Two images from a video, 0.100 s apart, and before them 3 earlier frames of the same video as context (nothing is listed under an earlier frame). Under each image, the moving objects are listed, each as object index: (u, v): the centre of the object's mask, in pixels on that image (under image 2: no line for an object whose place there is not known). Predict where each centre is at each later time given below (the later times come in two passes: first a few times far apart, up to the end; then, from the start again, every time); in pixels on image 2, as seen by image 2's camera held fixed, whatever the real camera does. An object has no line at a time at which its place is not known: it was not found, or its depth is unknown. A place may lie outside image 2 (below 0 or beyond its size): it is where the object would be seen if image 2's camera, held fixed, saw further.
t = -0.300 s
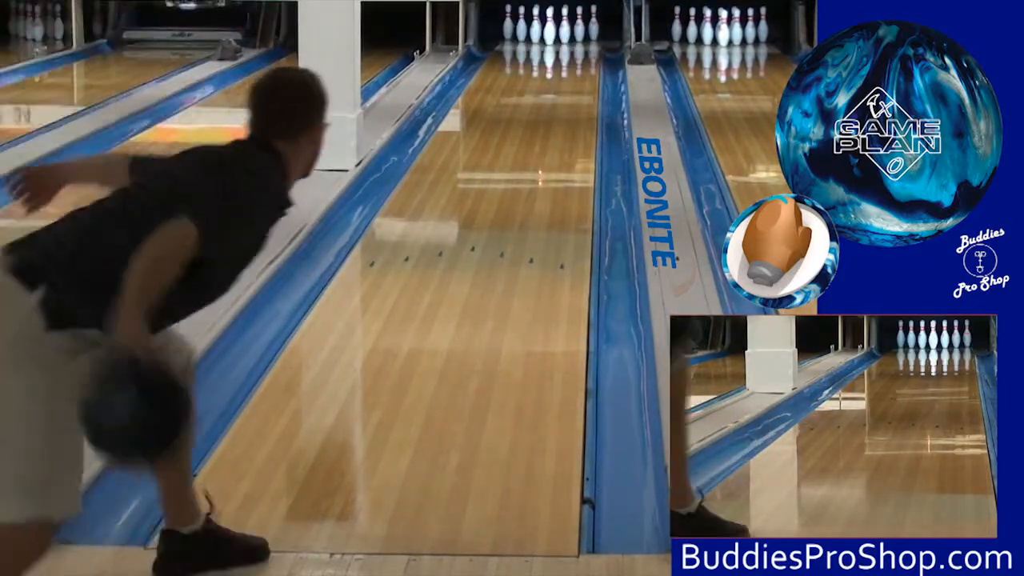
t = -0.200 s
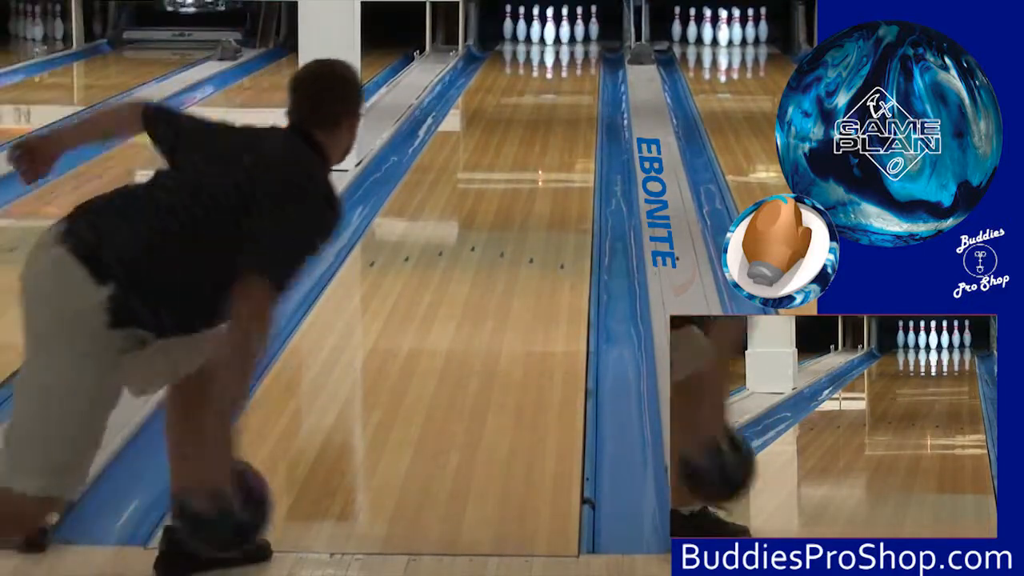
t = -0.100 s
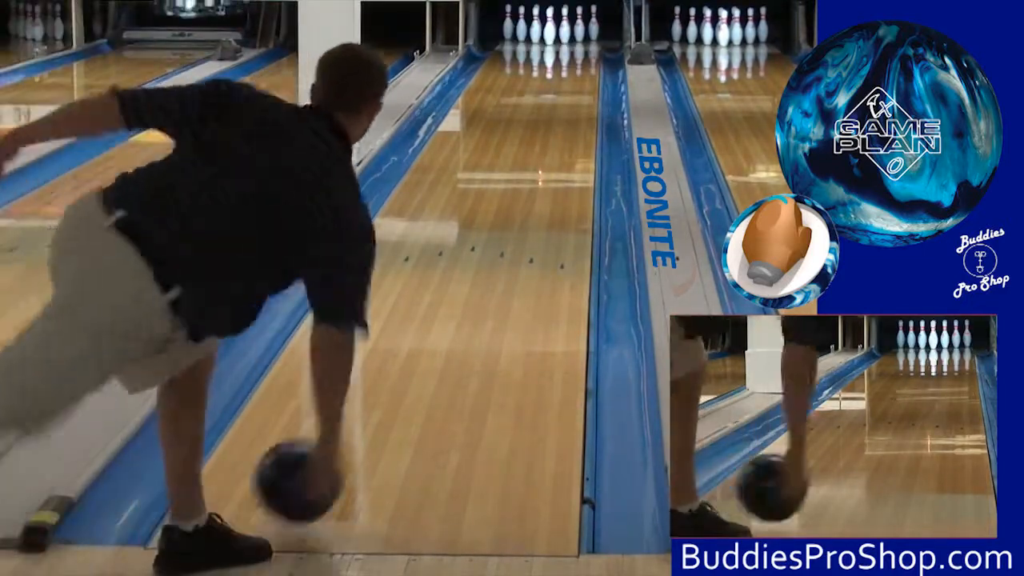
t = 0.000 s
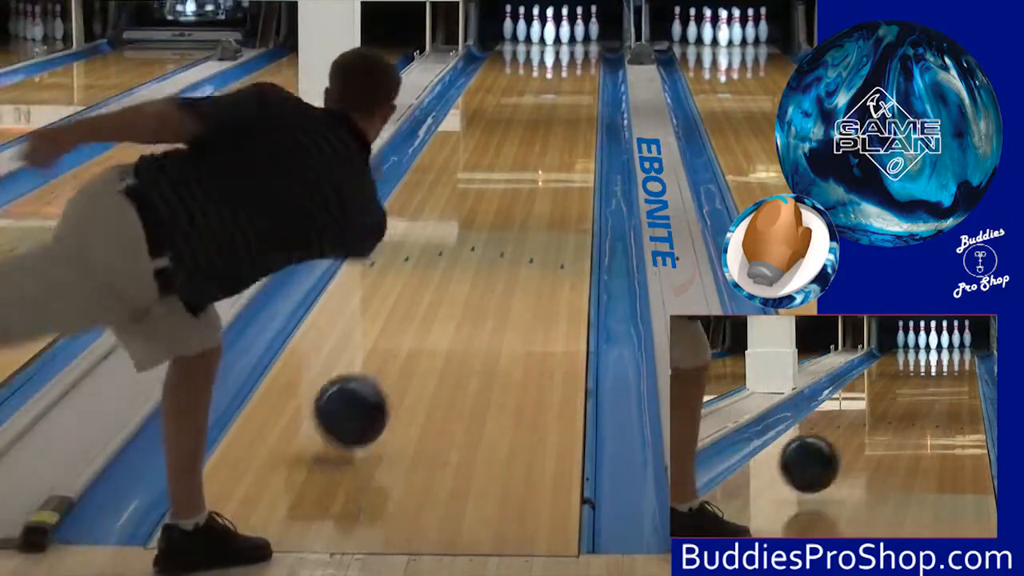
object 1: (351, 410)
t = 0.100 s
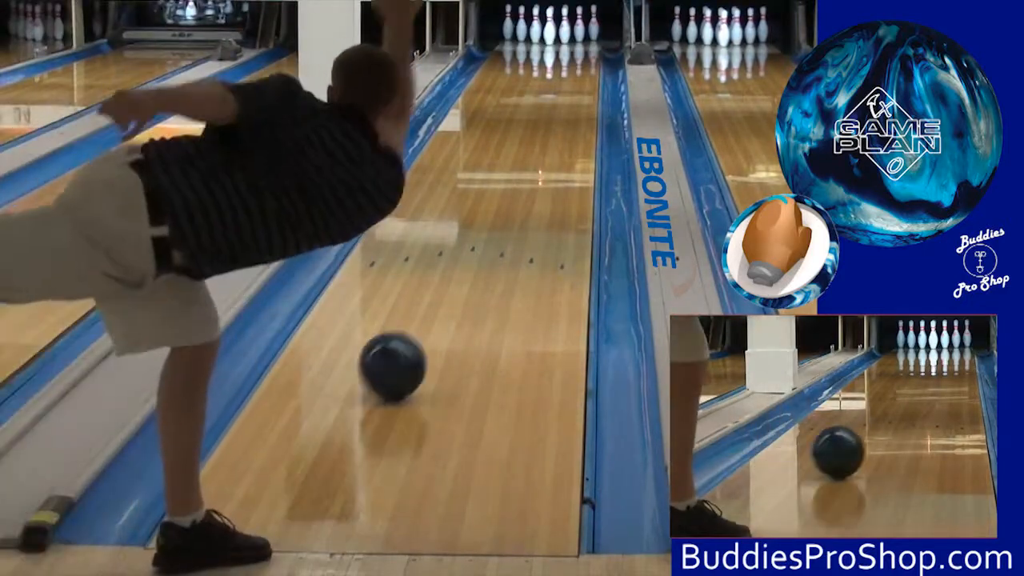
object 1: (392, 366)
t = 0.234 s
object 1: (435, 307)
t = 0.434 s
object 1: (482, 242)
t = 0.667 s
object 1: (520, 187)
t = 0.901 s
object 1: (547, 149)
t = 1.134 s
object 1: (566, 117)
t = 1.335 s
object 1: (577, 96)
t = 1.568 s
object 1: (585, 77)
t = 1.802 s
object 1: (585, 61)
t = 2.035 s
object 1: (576, 50)
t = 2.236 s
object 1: (563, 40)
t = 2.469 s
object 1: (548, 33)
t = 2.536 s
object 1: (543, 31)
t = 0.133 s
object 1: (404, 350)
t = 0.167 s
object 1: (415, 334)
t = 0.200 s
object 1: (425, 320)
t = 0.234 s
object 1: (435, 307)
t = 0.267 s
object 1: (444, 294)
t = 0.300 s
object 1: (453, 283)
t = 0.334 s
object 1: (461, 271)
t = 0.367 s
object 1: (469, 261)
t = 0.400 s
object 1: (475, 252)
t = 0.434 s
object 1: (482, 242)
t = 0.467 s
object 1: (489, 233)
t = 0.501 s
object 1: (495, 224)
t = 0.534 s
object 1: (501, 217)
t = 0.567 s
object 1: (506, 209)
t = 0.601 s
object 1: (511, 201)
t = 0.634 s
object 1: (516, 194)
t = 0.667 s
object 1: (520, 187)
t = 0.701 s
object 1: (525, 181)
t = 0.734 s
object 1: (529, 175)
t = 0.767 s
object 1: (533, 169)
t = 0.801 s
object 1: (537, 163)
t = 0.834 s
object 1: (540, 158)
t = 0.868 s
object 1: (544, 153)
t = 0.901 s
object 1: (547, 149)
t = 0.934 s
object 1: (550, 143)
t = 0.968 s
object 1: (553, 138)
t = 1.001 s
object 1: (556, 134)
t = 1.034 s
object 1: (558, 130)
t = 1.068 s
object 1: (561, 125)
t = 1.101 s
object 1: (564, 121)
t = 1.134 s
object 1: (566, 117)
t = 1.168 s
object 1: (568, 113)
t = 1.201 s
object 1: (571, 110)
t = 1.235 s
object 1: (572, 106)
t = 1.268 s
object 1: (574, 103)
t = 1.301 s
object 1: (576, 100)
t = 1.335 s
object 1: (577, 96)
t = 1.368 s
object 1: (579, 94)
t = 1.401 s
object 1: (580, 91)
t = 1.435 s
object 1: (581, 88)
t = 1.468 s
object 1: (582, 84)
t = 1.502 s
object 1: (584, 83)
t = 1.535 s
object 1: (584, 80)
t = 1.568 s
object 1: (585, 77)
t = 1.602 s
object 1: (585, 74)
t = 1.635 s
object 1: (586, 72)
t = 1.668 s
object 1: (586, 69)
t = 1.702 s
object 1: (586, 67)
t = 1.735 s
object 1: (585, 65)
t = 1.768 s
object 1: (585, 63)
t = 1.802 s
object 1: (585, 61)
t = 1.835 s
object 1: (584, 60)
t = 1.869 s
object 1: (583, 57)
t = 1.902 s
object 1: (582, 55)
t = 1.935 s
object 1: (581, 54)
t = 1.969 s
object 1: (580, 53)
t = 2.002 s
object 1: (579, 52)
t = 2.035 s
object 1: (576, 50)
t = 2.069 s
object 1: (573, 47)
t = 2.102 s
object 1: (571, 46)
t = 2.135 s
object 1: (569, 44)
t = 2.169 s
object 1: (566, 43)
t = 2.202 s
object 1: (565, 42)
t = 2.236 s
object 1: (563, 40)
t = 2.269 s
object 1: (560, 39)
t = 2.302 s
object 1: (557, 38)
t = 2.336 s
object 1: (554, 36)
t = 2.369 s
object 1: (551, 35)
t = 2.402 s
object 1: (551, 34)
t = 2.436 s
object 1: (551, 33)
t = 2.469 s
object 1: (548, 33)
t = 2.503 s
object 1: (546, 32)
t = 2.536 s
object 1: (543, 31)
